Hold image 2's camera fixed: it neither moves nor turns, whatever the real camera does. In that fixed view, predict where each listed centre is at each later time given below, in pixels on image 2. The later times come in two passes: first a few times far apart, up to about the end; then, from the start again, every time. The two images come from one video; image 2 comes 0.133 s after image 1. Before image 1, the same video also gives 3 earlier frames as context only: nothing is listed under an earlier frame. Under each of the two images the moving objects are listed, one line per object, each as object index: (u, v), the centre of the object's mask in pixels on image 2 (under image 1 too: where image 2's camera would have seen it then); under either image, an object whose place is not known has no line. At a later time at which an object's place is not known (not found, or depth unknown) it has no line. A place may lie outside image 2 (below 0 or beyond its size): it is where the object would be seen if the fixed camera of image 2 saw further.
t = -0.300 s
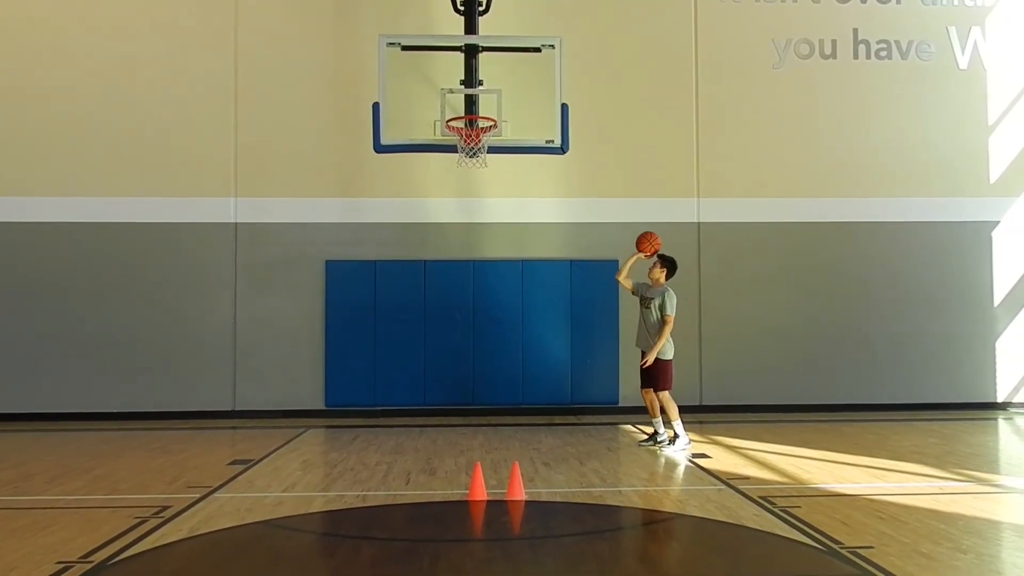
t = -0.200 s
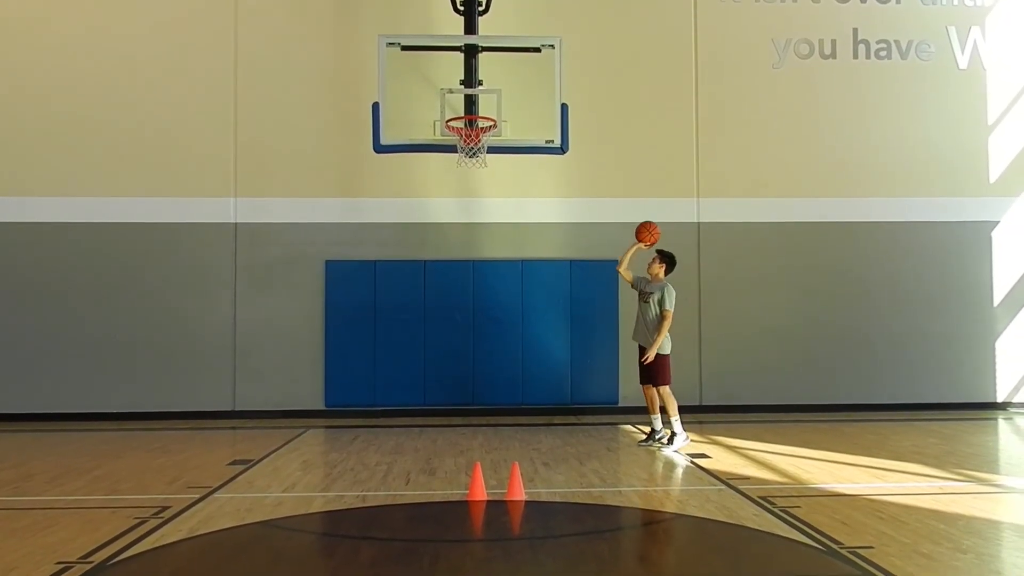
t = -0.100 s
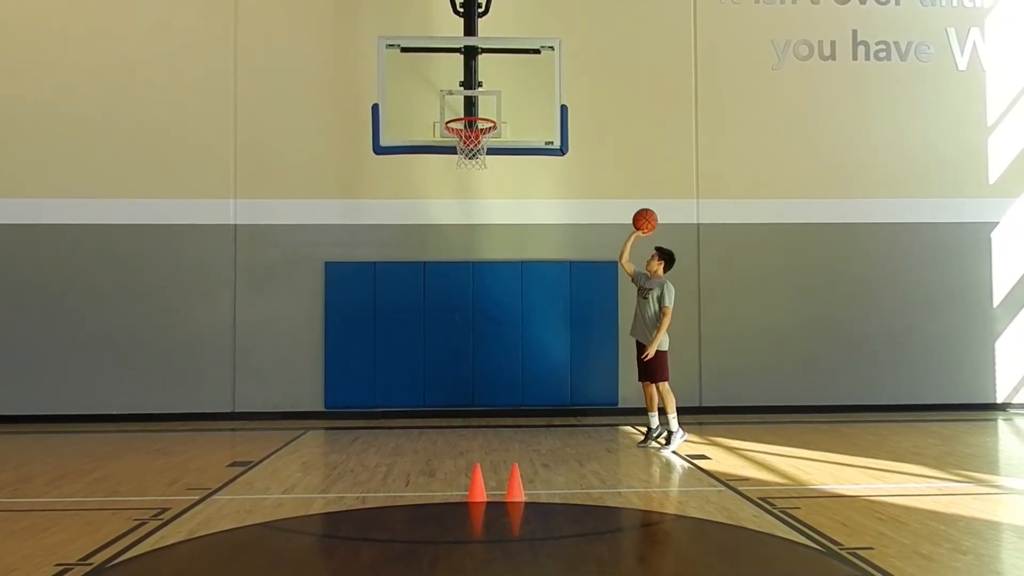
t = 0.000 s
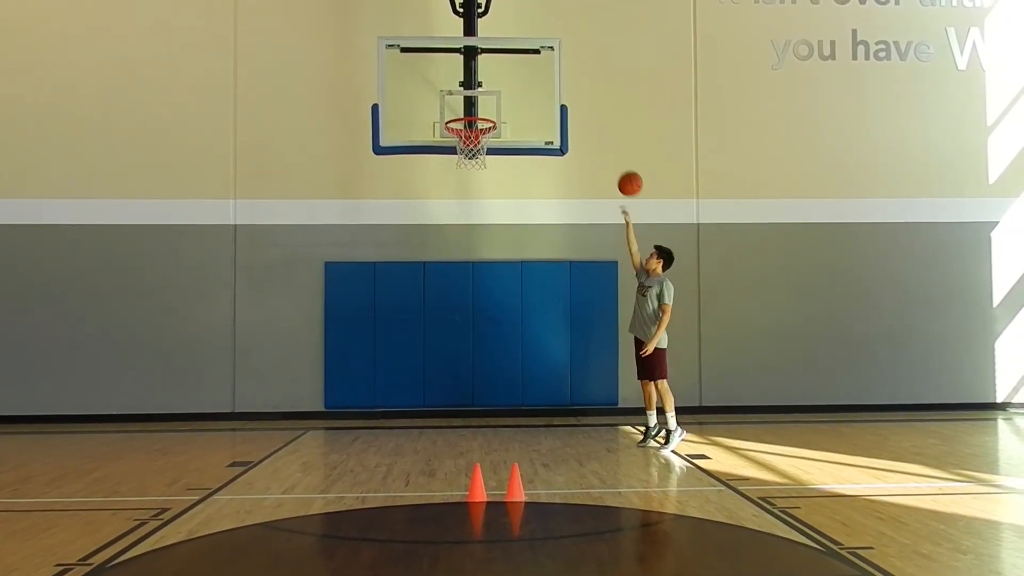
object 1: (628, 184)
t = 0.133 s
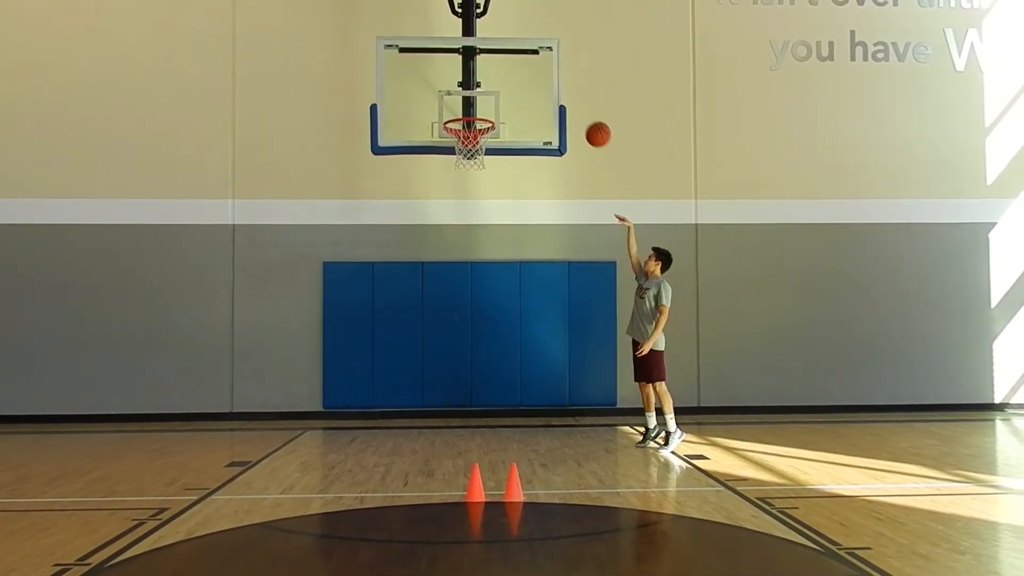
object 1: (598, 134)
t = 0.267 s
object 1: (568, 102)
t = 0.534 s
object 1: (508, 93)
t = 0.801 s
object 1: (450, 151)
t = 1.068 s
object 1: (441, 209)
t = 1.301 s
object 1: (431, 320)
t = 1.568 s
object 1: (432, 392)
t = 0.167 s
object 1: (591, 124)
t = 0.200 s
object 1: (583, 116)
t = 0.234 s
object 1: (576, 108)
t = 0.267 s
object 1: (568, 102)
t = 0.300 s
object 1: (560, 97)
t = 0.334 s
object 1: (553, 93)
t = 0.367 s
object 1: (545, 90)
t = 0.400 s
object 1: (538, 88)
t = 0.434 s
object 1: (530, 88)
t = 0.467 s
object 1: (523, 88)
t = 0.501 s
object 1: (515, 90)
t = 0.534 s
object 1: (508, 93)
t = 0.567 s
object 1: (500, 97)
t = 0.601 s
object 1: (493, 102)
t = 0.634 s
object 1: (486, 108)
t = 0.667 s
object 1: (478, 111)
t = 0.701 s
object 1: (472, 123)
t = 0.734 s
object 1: (465, 134)
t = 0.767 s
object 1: (458, 143)
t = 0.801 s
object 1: (450, 151)
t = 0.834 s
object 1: (450, 158)
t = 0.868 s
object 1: (448, 159)
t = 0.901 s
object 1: (447, 164)
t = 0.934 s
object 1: (446, 171)
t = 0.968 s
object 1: (445, 179)
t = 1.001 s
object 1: (443, 188)
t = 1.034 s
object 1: (442, 198)
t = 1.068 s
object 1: (441, 209)
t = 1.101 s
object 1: (439, 222)
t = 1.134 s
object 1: (438, 235)
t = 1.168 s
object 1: (437, 250)
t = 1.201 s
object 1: (435, 266)
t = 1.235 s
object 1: (434, 283)
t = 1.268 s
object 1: (432, 301)
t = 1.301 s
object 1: (431, 320)
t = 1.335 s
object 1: (429, 341)
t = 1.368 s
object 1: (427, 362)
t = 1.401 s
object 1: (426, 385)
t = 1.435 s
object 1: (424, 408)
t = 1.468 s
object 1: (423, 435)
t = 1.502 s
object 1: (426, 424)
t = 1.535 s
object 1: (429, 407)
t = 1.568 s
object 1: (432, 392)
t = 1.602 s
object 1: (435, 377)
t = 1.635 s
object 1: (438, 364)
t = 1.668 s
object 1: (441, 351)
